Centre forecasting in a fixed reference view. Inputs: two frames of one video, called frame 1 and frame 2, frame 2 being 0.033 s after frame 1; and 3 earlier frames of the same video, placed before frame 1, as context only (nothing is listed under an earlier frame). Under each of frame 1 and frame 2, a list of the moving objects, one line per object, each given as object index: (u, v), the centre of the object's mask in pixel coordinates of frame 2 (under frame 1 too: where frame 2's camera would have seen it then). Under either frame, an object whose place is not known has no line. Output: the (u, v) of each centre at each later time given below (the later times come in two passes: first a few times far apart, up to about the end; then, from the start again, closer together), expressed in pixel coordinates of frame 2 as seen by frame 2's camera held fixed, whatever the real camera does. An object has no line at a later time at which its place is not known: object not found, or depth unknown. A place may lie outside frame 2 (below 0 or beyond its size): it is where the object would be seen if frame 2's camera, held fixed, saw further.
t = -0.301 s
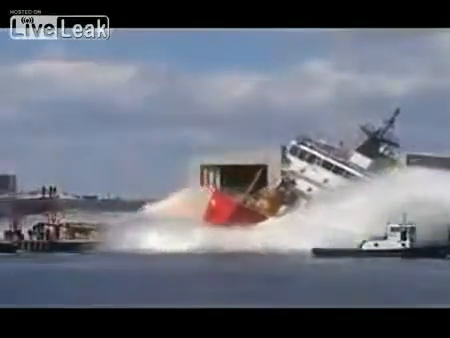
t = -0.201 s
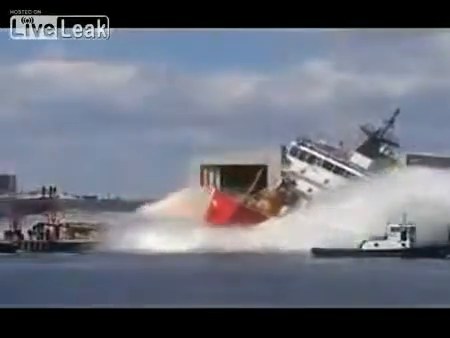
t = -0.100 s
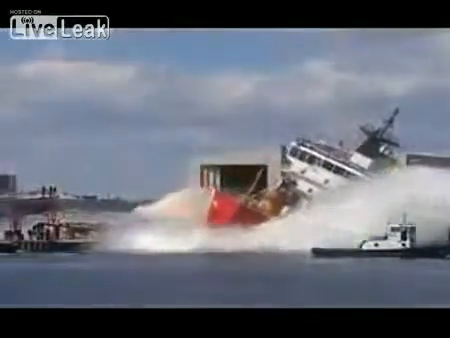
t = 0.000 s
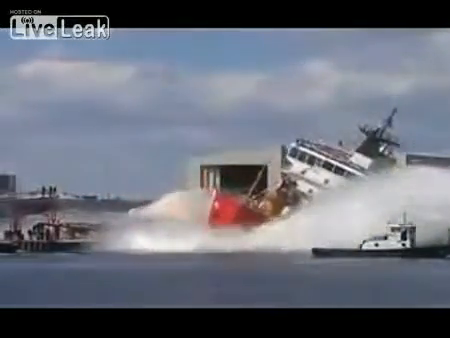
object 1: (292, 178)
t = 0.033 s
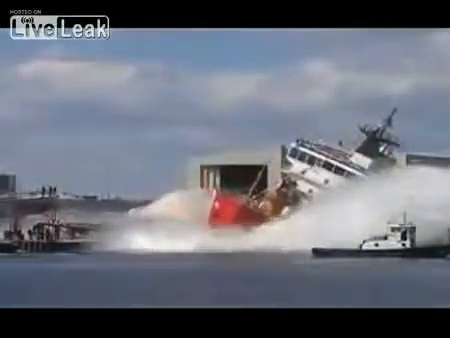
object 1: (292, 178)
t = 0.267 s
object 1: (292, 178)
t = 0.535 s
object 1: (303, 180)
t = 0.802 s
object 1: (297, 183)
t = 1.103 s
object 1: (297, 182)
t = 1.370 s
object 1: (298, 181)
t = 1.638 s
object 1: (297, 180)
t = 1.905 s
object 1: (297, 179)
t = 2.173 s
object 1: (297, 179)
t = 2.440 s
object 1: (298, 180)
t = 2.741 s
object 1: (308, 181)
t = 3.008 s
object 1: (311, 183)
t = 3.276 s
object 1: (310, 184)
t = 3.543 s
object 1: (310, 184)
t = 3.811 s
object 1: (311, 186)
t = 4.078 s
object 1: (311, 185)
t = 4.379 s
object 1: (312, 185)
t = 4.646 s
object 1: (314, 186)
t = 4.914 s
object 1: (317, 186)
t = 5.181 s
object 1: (321, 192)
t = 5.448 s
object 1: (323, 192)
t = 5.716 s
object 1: (324, 191)
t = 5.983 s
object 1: (327, 190)
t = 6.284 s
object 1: (332, 190)
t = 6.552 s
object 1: (335, 189)
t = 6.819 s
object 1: (337, 189)
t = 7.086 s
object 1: (340, 189)
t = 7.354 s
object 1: (343, 188)
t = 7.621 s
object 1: (341, 189)
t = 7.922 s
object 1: (347, 183)
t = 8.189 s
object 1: (344, 189)
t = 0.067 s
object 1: (292, 178)
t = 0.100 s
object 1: (292, 178)
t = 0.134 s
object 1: (292, 178)
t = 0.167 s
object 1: (292, 178)
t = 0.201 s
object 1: (292, 178)
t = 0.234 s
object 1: (292, 178)
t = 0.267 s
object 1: (292, 178)
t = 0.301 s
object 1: (292, 178)
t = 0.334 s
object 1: (292, 179)
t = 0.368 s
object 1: (293, 179)
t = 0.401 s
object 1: (293, 180)
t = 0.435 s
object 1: (294, 179)
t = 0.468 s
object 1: (303, 179)
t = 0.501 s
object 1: (303, 179)
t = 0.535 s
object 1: (303, 180)
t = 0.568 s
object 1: (303, 180)
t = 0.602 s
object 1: (303, 180)
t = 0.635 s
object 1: (297, 181)
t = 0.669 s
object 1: (299, 181)
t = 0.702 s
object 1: (299, 181)
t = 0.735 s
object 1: (298, 182)
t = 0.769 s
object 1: (298, 182)
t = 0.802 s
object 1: (297, 183)
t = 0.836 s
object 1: (297, 183)
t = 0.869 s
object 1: (297, 183)
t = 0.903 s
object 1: (298, 183)
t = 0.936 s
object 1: (297, 183)
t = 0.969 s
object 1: (297, 183)
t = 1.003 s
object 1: (298, 183)
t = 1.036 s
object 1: (298, 183)
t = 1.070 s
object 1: (298, 182)
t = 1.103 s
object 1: (297, 182)
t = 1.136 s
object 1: (297, 182)
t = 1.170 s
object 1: (297, 182)
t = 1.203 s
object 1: (298, 182)
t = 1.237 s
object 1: (298, 181)
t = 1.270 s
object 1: (298, 181)
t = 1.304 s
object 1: (298, 181)
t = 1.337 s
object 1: (298, 181)
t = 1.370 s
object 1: (298, 181)
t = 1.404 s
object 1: (298, 181)
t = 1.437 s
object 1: (299, 181)
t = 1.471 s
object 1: (298, 181)
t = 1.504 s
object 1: (298, 180)
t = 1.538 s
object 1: (297, 180)
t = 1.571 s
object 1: (297, 180)
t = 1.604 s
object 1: (297, 180)
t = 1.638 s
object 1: (297, 180)
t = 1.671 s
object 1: (297, 180)
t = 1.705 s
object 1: (297, 180)
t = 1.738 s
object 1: (297, 180)
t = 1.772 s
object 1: (297, 180)
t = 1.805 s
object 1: (296, 180)
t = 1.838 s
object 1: (297, 180)
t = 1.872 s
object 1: (297, 179)
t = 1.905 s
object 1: (297, 179)
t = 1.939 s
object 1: (296, 179)
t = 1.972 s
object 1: (296, 179)
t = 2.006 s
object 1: (296, 179)
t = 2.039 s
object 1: (297, 179)
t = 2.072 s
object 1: (296, 180)
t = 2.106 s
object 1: (297, 179)
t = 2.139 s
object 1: (297, 179)
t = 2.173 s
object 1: (297, 179)
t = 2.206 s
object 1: (297, 179)
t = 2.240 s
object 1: (298, 180)
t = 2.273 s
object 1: (298, 180)
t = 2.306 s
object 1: (298, 180)
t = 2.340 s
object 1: (298, 180)
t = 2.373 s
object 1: (298, 180)
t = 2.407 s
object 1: (298, 180)
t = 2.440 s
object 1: (298, 180)
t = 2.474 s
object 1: (298, 180)
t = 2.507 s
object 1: (298, 180)
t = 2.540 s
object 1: (298, 180)
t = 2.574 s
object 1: (298, 180)
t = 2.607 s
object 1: (306, 180)
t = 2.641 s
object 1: (298, 180)
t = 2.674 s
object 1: (307, 181)
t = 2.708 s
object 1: (307, 181)
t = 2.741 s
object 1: (308, 181)
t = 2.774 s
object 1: (308, 181)
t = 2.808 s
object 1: (309, 181)
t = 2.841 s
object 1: (310, 182)
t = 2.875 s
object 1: (310, 182)
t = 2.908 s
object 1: (311, 182)
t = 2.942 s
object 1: (311, 182)
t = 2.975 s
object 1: (311, 182)
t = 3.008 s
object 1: (311, 183)
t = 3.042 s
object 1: (310, 182)
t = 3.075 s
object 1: (310, 183)
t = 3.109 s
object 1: (310, 182)
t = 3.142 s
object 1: (310, 183)
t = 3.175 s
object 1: (309, 183)
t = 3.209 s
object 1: (309, 183)
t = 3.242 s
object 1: (310, 184)
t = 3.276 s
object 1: (310, 184)
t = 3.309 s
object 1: (310, 184)
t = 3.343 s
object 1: (310, 184)
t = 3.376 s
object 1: (310, 184)
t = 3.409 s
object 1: (310, 184)
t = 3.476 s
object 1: (310, 184)
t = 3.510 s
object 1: (310, 184)
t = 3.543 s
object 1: (310, 184)
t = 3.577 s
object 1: (310, 184)
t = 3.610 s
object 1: (310, 184)
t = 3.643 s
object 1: (310, 185)
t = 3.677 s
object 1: (310, 185)
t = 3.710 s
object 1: (310, 185)
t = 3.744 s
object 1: (311, 185)
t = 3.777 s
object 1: (311, 185)
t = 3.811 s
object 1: (311, 186)
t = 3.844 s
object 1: (311, 186)
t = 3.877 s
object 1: (310, 185)
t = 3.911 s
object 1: (310, 185)
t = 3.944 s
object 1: (312, 187)
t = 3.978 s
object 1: (310, 185)
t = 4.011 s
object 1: (311, 185)
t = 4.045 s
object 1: (311, 184)
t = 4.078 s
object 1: (311, 185)
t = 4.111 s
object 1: (311, 185)
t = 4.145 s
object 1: (311, 185)
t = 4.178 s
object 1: (311, 185)
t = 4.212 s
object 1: (311, 185)
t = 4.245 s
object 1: (311, 185)
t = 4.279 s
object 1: (312, 185)
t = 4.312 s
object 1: (312, 185)
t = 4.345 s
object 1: (312, 185)
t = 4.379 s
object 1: (312, 185)
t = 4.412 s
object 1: (313, 185)
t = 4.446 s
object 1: (313, 185)
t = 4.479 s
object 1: (313, 185)
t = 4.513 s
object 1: (313, 185)
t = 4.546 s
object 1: (313, 185)
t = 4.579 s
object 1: (314, 186)
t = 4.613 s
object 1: (315, 186)
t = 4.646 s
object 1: (314, 186)
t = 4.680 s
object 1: (314, 186)
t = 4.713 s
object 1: (314, 186)
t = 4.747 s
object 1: (314, 186)
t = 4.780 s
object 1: (314, 186)
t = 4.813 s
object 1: (316, 186)
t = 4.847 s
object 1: (316, 186)
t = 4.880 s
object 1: (317, 186)
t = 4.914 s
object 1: (317, 186)
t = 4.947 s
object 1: (317, 186)
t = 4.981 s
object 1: (317, 187)
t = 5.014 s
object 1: (317, 187)
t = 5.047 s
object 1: (318, 187)
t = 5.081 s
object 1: (321, 192)
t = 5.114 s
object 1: (321, 191)
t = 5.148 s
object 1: (321, 191)
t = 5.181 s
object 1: (321, 192)
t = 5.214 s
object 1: (322, 192)
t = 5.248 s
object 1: (322, 192)
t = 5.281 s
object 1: (322, 192)
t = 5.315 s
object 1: (322, 192)
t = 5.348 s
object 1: (323, 192)
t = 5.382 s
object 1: (323, 192)
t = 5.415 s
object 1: (323, 192)
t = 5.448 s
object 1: (323, 192)
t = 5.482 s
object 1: (323, 192)
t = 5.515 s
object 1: (323, 192)
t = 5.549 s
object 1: (323, 192)
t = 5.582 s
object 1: (323, 192)
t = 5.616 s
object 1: (324, 192)
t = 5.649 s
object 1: (324, 191)
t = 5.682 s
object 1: (324, 191)
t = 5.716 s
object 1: (324, 191)
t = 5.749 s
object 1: (324, 191)
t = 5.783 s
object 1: (325, 191)
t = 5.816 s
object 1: (325, 191)
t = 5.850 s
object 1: (325, 191)
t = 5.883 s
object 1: (325, 191)
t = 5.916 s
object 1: (326, 191)
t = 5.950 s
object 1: (326, 191)
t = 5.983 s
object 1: (327, 190)
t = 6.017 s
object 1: (327, 190)
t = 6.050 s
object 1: (328, 190)
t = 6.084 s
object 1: (329, 190)
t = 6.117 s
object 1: (329, 191)
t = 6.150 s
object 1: (330, 190)
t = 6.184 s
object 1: (330, 190)
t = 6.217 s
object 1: (331, 190)
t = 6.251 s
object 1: (331, 190)
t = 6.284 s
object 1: (332, 190)
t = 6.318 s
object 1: (332, 190)
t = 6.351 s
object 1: (332, 190)
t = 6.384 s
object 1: (333, 190)
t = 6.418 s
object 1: (334, 189)
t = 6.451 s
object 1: (335, 189)
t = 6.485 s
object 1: (335, 189)
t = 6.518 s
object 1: (335, 189)
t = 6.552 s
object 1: (335, 189)
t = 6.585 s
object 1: (335, 190)
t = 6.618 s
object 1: (336, 189)
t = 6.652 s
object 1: (336, 189)
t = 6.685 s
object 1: (336, 190)
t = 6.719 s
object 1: (336, 189)
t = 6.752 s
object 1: (336, 189)
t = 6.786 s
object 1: (337, 189)
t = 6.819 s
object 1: (337, 189)
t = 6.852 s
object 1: (338, 189)
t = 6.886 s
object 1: (338, 189)
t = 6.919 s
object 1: (338, 189)
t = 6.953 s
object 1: (339, 189)
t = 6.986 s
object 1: (340, 189)
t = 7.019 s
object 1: (340, 189)
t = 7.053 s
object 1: (340, 189)
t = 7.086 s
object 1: (340, 189)
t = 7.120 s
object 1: (341, 189)
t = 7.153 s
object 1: (342, 189)
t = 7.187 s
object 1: (342, 189)
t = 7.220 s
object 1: (342, 188)
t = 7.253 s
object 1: (342, 188)
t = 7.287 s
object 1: (343, 188)
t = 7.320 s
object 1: (343, 188)
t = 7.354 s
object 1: (343, 188)
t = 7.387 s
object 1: (344, 188)
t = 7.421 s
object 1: (344, 188)
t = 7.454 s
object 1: (345, 188)
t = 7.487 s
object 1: (344, 189)
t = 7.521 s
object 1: (342, 190)
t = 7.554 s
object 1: (344, 186)
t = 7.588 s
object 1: (341, 190)
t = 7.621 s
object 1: (341, 189)
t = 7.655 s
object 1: (346, 185)
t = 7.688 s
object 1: (341, 189)
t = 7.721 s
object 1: (342, 189)
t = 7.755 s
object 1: (342, 189)
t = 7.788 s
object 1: (343, 189)
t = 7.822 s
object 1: (343, 189)
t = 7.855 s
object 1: (344, 189)
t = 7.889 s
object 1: (347, 184)
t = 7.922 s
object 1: (347, 183)
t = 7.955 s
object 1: (344, 189)
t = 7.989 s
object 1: (344, 189)
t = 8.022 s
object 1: (343, 189)
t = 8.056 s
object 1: (343, 189)
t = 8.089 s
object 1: (343, 189)
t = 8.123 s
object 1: (344, 189)
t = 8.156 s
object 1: (343, 189)
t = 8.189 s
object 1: (344, 189)
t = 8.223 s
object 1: (344, 189)
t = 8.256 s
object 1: (345, 189)
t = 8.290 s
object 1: (345, 189)
